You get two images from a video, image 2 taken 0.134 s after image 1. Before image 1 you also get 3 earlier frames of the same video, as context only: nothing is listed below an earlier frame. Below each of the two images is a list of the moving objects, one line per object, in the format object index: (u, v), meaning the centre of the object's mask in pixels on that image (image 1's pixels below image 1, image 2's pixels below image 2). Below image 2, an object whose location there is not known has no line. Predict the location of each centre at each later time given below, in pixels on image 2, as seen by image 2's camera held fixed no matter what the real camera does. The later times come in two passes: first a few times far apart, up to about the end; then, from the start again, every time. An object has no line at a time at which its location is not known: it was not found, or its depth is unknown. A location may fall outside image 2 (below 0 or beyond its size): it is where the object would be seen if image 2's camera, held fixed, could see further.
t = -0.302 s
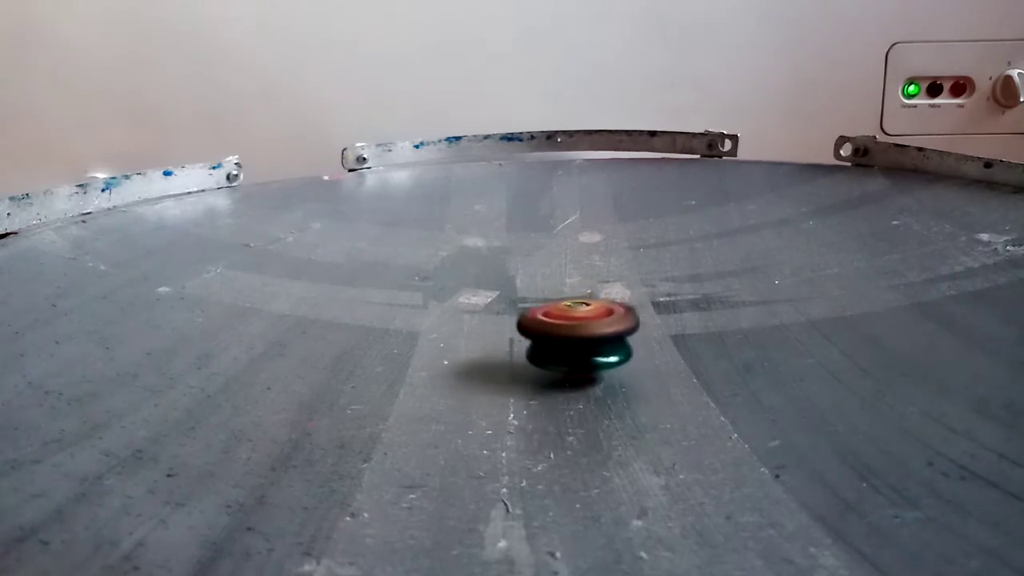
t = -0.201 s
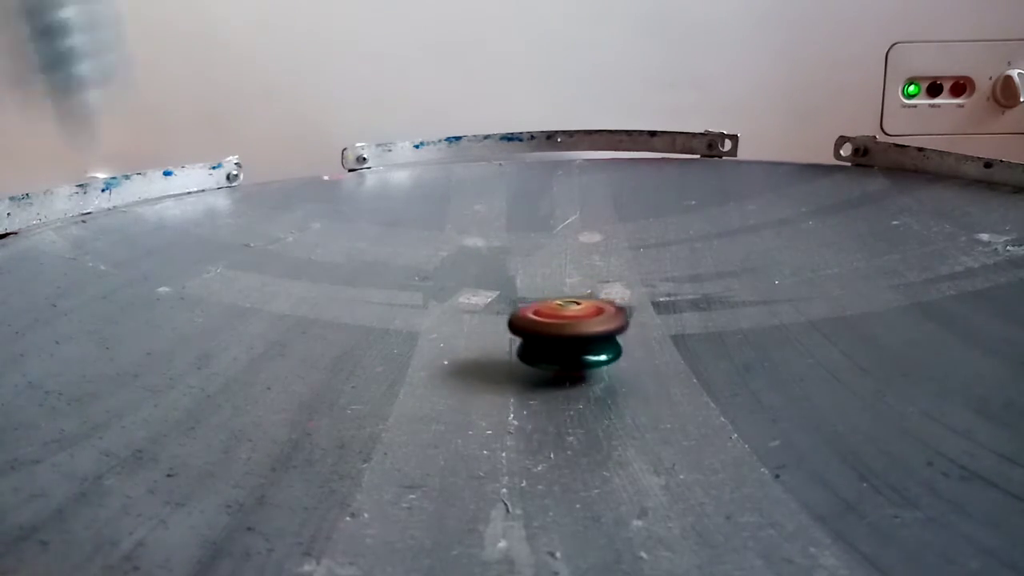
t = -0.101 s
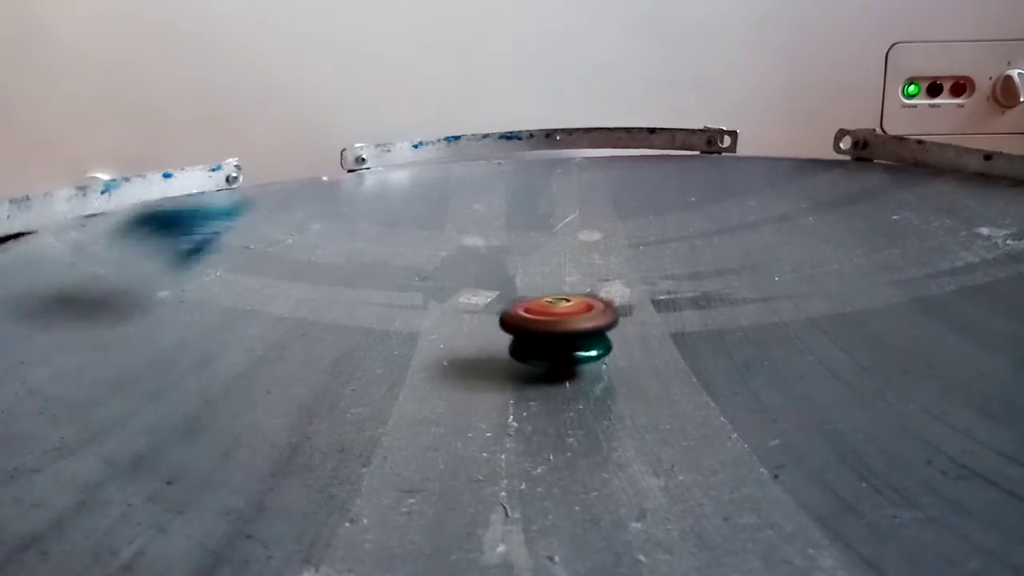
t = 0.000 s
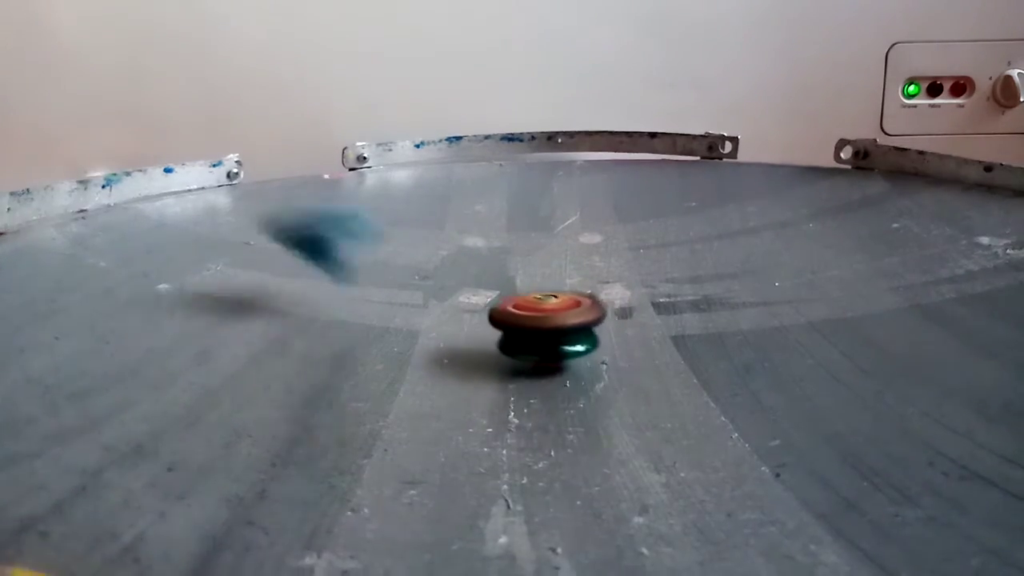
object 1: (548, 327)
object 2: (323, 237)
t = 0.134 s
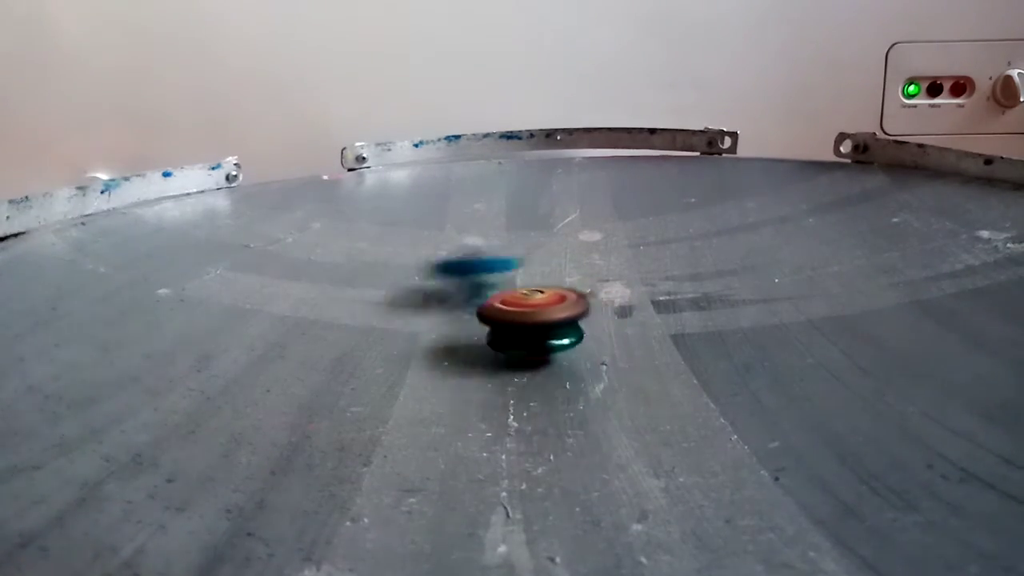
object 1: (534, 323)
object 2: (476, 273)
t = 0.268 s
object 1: (523, 316)
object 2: (580, 255)
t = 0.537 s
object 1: (507, 301)
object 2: (574, 246)
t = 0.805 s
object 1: (510, 286)
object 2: (440, 251)
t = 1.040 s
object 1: (518, 279)
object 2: (346, 262)
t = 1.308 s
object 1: (530, 277)
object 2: (297, 282)
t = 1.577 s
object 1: (550, 282)
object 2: (312, 308)
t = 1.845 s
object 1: (560, 293)
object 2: (405, 325)
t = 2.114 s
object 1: (591, 301)
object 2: (497, 324)
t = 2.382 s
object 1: (686, 287)
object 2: (520, 324)
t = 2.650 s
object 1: (734, 280)
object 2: (552, 314)
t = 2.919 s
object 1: (721, 280)
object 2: (567, 299)
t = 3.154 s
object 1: (674, 287)
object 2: (558, 286)
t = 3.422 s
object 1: (656, 308)
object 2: (494, 270)
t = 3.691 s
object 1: (598, 325)
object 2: (464, 275)
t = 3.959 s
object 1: (529, 334)
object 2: (471, 276)
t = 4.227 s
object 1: (469, 333)
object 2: (502, 276)
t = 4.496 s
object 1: (448, 323)
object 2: (550, 284)
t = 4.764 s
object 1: (466, 311)
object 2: (596, 282)
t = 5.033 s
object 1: (508, 300)
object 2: (617, 284)
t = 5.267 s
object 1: (531, 289)
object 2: (644, 286)
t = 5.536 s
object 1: (551, 278)
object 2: (658, 294)
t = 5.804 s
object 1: (554, 277)
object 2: (642, 302)
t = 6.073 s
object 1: (542, 275)
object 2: (597, 312)
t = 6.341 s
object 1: (540, 272)
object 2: (548, 320)
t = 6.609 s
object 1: (554, 284)
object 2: (496, 324)
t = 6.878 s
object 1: (554, 301)
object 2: (458, 324)
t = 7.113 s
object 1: (557, 313)
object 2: (443, 321)
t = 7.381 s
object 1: (557, 324)
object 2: (445, 315)
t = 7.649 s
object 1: (556, 334)
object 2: (470, 307)
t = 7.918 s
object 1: (560, 340)
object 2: (515, 288)
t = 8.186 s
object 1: (560, 334)
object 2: (560, 276)
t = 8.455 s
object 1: (555, 322)
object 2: (592, 264)
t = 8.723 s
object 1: (544, 308)
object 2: (603, 260)
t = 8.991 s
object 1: (525, 298)
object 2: (602, 264)
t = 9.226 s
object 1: (506, 286)
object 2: (611, 280)
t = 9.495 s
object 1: (469, 275)
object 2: (632, 293)
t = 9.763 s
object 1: (446, 276)
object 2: (617, 309)
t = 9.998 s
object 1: (427, 281)
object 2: (581, 323)
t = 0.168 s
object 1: (530, 322)
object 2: (502, 265)
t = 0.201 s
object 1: (528, 320)
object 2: (535, 260)
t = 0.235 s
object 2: (561, 257)
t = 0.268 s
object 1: (523, 316)
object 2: (580, 255)
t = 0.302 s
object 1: (521, 313)
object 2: (596, 251)
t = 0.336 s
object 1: (518, 311)
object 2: (606, 248)
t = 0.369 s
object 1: (516, 310)
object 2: (613, 245)
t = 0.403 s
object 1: (514, 309)
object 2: (614, 244)
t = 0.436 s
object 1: (512, 307)
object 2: (612, 245)
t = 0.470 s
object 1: (510, 305)
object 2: (603, 245)
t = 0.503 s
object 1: (508, 303)
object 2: (591, 246)
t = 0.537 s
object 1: (507, 301)
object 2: (574, 246)
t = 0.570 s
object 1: (506, 298)
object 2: (559, 246)
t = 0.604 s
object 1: (507, 297)
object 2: (540, 245)
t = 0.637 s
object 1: (506, 294)
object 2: (522, 243)
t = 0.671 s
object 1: (506, 293)
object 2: (503, 244)
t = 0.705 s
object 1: (507, 291)
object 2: (485, 244)
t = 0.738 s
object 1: (507, 289)
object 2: (470, 246)
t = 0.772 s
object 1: (509, 288)
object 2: (455, 250)
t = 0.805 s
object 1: (510, 286)
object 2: (440, 251)
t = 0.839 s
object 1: (510, 285)
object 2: (425, 252)
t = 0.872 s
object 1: (512, 283)
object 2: (412, 253)
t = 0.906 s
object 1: (513, 282)
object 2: (399, 254)
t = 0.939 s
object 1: (515, 281)
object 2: (385, 256)
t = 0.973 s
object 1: (516, 280)
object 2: (370, 258)
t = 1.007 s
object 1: (517, 279)
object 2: (357, 259)
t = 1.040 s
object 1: (518, 279)
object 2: (346, 262)
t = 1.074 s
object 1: (521, 278)
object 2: (338, 264)
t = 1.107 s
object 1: (523, 278)
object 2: (329, 266)
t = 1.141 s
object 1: (524, 277)
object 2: (321, 268)
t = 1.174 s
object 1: (525, 277)
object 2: (314, 270)
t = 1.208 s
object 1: (525, 277)
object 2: (309, 273)
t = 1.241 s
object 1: (526, 277)
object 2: (304, 276)
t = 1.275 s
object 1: (528, 277)
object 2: (300, 279)
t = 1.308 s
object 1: (530, 277)
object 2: (297, 282)
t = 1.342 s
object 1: (532, 277)
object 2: (295, 285)
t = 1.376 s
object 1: (532, 279)
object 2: (293, 287)
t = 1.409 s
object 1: (535, 280)
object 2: (292, 290)
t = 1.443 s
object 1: (538, 278)
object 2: (294, 294)
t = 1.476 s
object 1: (540, 280)
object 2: (297, 297)
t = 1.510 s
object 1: (543, 280)
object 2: (301, 301)
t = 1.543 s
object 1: (547, 281)
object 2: (306, 305)
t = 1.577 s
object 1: (550, 282)
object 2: (312, 308)
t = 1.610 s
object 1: (552, 283)
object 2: (320, 310)
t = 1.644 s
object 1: (553, 285)
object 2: (329, 313)
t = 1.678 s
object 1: (555, 287)
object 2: (340, 316)
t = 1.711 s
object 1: (556, 288)
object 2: (351, 319)
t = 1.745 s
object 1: (557, 289)
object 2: (365, 321)
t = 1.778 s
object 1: (558, 290)
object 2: (378, 323)
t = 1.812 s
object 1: (559, 292)
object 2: (392, 324)
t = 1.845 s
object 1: (560, 293)
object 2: (405, 325)
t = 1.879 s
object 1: (561, 295)
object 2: (419, 327)
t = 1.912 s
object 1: (562, 296)
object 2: (434, 328)
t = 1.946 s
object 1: (563, 298)
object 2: (450, 328)
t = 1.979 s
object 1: (565, 299)
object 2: (466, 327)
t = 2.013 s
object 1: (568, 300)
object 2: (481, 325)
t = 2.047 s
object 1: (571, 300)
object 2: (496, 324)
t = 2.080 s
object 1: (576, 300)
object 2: (507, 324)
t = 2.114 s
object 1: (591, 301)
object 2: (497, 324)
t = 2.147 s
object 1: (609, 297)
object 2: (489, 325)
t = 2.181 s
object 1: (623, 296)
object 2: (488, 325)
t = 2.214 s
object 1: (635, 292)
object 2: (491, 325)
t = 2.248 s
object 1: (646, 291)
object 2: (496, 325)
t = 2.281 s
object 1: (657, 293)
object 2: (502, 325)
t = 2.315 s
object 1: (668, 289)
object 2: (508, 325)
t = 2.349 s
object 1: (677, 288)
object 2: (514, 324)
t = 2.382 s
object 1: (686, 287)
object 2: (520, 324)
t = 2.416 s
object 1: (695, 286)
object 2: (525, 324)
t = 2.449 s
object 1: (703, 285)
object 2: (529, 323)
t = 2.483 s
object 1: (710, 284)
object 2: (534, 322)
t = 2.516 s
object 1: (716, 283)
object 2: (537, 320)
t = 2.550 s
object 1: (722, 282)
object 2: (540, 319)
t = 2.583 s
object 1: (727, 282)
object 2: (545, 317)
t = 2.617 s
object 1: (731, 280)
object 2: (548, 316)
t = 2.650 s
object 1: (734, 280)
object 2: (552, 314)
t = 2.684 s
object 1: (737, 280)
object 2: (555, 313)
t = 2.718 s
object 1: (737, 279)
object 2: (557, 311)
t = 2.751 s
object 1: (736, 279)
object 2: (559, 310)
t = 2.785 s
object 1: (735, 279)
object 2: (561, 307)
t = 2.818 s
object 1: (733, 278)
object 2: (563, 305)
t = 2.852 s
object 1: (730, 279)
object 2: (565, 303)
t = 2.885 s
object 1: (726, 280)
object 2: (566, 301)
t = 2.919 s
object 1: (721, 280)
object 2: (567, 299)
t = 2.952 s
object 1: (714, 281)
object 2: (567, 298)
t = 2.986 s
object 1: (707, 282)
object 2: (568, 296)
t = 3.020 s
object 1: (699, 284)
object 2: (567, 293)
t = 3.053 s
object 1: (691, 284)
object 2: (567, 292)
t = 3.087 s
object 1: (681, 284)
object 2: (566, 291)
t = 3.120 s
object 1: (672, 285)
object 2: (566, 289)
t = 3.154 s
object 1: (674, 287)
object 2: (558, 286)
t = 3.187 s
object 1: (679, 291)
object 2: (543, 282)
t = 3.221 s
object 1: (679, 294)
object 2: (531, 280)
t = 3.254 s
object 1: (676, 297)
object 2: (522, 277)
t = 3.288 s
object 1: (674, 299)
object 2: (514, 275)
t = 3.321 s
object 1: (670, 301)
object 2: (508, 274)
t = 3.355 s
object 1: (665, 304)
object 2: (503, 272)
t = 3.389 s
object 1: (661, 306)
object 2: (498, 271)
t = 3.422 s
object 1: (656, 308)
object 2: (494, 270)
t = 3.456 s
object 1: (651, 311)
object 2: (490, 269)
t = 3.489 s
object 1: (645, 313)
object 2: (486, 268)
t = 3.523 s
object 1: (639, 316)
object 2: (482, 267)
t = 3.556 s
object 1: (632, 318)
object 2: (477, 267)
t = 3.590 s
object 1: (624, 320)
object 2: (471, 268)
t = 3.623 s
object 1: (615, 322)
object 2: (466, 271)
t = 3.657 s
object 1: (606, 324)
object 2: (465, 274)
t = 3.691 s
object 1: (598, 325)
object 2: (464, 275)
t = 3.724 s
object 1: (589, 327)
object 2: (464, 274)
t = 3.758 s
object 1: (580, 329)
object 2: (464, 274)
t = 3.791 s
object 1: (572, 330)
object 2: (464, 274)
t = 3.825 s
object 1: (564, 331)
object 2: (465, 274)
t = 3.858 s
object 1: (555, 332)
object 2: (466, 274)
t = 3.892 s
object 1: (546, 333)
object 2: (467, 274)
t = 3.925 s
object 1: (538, 334)
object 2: (469, 275)
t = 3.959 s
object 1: (529, 334)
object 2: (471, 276)
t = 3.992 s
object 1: (521, 335)
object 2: (474, 275)
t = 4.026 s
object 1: (513, 335)
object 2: (478, 274)
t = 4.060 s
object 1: (505, 334)
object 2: (482, 274)
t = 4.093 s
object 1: (498, 334)
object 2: (485, 274)
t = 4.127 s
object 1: (490, 334)
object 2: (489, 275)
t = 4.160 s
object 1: (482, 334)
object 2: (493, 275)
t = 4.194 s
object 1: (475, 333)
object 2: (498, 276)
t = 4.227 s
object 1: (469, 333)
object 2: (502, 276)
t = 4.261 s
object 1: (464, 332)
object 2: (507, 277)
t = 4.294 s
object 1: (459, 331)
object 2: (512, 279)
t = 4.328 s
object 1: (455, 330)
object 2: (518, 281)
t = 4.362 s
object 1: (452, 328)
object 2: (524, 282)
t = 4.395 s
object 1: (450, 327)
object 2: (530, 284)
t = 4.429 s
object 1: (448, 326)
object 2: (537, 283)
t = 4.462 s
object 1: (448, 324)
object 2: (541, 284)
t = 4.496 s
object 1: (448, 323)
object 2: (550, 284)
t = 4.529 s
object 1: (448, 321)
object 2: (558, 284)
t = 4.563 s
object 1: (450, 320)
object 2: (565, 284)
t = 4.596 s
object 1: (451, 319)
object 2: (572, 283)
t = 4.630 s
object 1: (453, 318)
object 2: (577, 283)
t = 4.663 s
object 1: (456, 316)
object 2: (582, 283)
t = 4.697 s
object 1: (459, 314)
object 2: (587, 283)
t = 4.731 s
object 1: (463, 313)
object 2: (592, 283)
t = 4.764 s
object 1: (466, 311)
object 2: (596, 282)
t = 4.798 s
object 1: (469, 309)
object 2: (601, 282)
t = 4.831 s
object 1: (473, 308)
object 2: (605, 282)
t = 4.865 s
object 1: (479, 307)
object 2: (609, 282)
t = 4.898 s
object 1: (485, 305)
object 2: (612, 283)
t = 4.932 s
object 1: (490, 304)
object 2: (612, 282)
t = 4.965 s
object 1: (496, 302)
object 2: (614, 282)
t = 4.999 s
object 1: (502, 301)
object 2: (615, 283)
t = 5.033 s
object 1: (508, 300)
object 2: (617, 284)
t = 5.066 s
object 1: (514, 298)
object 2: (617, 284)
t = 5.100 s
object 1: (519, 297)
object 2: (618, 284)
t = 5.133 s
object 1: (522, 296)
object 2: (623, 285)
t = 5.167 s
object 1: (523, 294)
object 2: (630, 285)
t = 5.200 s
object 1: (526, 292)
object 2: (635, 285)
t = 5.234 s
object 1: (528, 290)
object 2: (639, 285)
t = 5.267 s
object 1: (531, 289)
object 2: (644, 286)
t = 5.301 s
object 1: (534, 288)
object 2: (647, 287)
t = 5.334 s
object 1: (535, 286)
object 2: (651, 288)
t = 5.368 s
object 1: (537, 285)
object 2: (654, 288)
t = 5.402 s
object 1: (541, 283)
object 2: (656, 290)
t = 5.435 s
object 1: (544, 282)
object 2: (658, 291)
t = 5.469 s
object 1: (548, 280)
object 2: (658, 292)
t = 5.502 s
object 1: (549, 279)
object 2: (658, 292)
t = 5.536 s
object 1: (551, 278)
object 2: (658, 294)
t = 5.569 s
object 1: (551, 278)
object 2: (658, 294)
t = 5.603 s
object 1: (552, 278)
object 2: (657, 295)
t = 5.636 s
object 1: (553, 277)
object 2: (656, 297)
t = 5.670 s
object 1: (555, 277)
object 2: (654, 298)
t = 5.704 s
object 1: (556, 277)
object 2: (652, 299)
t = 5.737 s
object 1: (555, 277)
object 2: (649, 300)
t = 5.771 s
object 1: (555, 277)
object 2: (646, 301)
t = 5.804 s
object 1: (554, 277)
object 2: (642, 302)
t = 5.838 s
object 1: (553, 277)
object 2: (638, 304)
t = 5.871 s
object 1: (551, 277)
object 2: (633, 305)
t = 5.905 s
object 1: (550, 277)
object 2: (628, 307)
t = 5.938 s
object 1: (548, 277)
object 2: (622, 308)
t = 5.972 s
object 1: (547, 276)
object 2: (616, 309)
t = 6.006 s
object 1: (545, 276)
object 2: (609, 310)
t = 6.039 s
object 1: (543, 275)
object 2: (603, 310)
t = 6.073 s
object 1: (542, 275)
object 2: (597, 312)
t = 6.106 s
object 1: (540, 272)
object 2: (591, 312)
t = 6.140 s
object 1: (538, 274)
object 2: (585, 314)
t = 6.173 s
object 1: (538, 272)
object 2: (579, 315)
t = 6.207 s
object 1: (537, 272)
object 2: (573, 316)
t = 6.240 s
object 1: (537, 271)
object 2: (566, 316)
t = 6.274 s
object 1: (536, 271)
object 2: (560, 318)
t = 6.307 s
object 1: (537, 271)
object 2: (554, 319)
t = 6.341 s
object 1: (540, 272)
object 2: (548, 320)
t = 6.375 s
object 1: (541, 272)
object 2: (541, 320)
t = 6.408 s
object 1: (543, 272)
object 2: (533, 321)
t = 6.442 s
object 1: (545, 273)
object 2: (527, 322)
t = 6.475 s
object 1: (548, 275)
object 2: (520, 322)
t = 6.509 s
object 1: (550, 276)
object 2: (514, 323)
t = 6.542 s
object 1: (552, 279)
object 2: (508, 323)
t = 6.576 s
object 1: (553, 281)
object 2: (502, 323)
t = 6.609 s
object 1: (554, 284)
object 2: (496, 324)
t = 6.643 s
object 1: (555, 287)
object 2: (491, 324)
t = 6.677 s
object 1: (555, 289)
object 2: (486, 325)
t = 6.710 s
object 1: (555, 291)
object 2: (482, 324)
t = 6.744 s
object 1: (554, 293)
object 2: (477, 324)
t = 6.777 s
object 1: (554, 295)
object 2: (472, 324)
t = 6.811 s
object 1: (554, 297)
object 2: (468, 324)
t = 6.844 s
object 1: (554, 299)
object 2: (463, 324)
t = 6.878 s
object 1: (554, 301)
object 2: (458, 324)
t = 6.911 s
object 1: (554, 303)
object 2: (455, 324)
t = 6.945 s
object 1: (555, 304)
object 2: (451, 323)
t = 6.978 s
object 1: (555, 306)
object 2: (448, 323)
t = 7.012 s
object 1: (556, 308)
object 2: (447, 323)
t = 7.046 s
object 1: (557, 309)
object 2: (446, 322)
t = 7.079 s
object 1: (557, 311)
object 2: (445, 322)
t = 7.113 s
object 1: (557, 313)
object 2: (443, 321)
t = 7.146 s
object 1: (558, 315)
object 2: (442, 320)
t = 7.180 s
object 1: (558, 316)
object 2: (442, 319)
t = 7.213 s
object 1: (557, 318)
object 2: (441, 319)
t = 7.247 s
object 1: (557, 319)
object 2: (441, 318)
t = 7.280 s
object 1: (557, 321)
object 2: (441, 317)
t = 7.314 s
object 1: (557, 322)
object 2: (441, 317)
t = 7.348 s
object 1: (557, 323)
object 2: (443, 316)
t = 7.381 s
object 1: (557, 324)
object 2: (445, 315)
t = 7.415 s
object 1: (558, 326)
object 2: (447, 314)
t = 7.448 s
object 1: (558, 327)
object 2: (449, 313)
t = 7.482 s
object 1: (558, 329)
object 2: (452, 312)
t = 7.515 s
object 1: (556, 330)
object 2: (455, 312)
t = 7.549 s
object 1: (556, 331)
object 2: (458, 310)
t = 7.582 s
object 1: (555, 332)
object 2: (462, 309)
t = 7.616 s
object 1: (555, 333)
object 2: (465, 308)
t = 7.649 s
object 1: (556, 334)
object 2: (470, 307)
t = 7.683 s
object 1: (557, 335)
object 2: (477, 304)
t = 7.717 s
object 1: (558, 336)
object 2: (481, 302)
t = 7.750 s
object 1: (558, 337)
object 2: (486, 300)
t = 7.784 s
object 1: (558, 337)
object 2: (491, 297)
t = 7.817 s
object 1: (559, 338)
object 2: (497, 295)
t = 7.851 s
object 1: (560, 339)
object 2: (503, 293)
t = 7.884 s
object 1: (560, 339)
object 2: (509, 290)
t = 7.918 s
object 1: (560, 340)
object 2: (515, 288)
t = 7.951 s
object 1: (560, 340)
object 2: (522, 286)
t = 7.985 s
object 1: (559, 340)
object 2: (528, 285)
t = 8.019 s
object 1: (560, 338)
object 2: (533, 283)
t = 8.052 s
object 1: (560, 338)
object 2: (539, 282)
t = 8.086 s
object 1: (560, 337)
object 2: (544, 280)
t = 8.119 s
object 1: (560, 336)
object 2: (550, 279)
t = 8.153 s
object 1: (560, 336)
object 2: (555, 277)
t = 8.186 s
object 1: (560, 334)
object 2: (560, 276)
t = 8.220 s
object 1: (561, 331)
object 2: (565, 274)
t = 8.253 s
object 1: (560, 332)
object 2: (568, 273)
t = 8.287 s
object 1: (559, 330)
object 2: (573, 271)
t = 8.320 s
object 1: (558, 327)
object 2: (577, 269)
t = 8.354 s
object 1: (557, 325)
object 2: (581, 268)
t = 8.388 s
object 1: (557, 324)
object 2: (584, 267)
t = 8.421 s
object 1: (556, 323)
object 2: (587, 265)
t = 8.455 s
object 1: (555, 322)
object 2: (592, 264)
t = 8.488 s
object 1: (553, 321)
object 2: (595, 264)
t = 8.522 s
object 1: (552, 320)
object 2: (598, 262)
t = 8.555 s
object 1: (551, 317)
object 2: (601, 261)
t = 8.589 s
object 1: (549, 315)
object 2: (604, 262)
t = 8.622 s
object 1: (548, 313)
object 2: (604, 261)
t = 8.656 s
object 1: (547, 311)
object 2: (603, 260)
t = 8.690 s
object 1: (546, 309)
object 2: (602, 259)
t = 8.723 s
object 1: (544, 308)
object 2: (603, 260)
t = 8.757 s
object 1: (542, 308)
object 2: (603, 261)
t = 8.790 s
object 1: (540, 307)
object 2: (603, 261)
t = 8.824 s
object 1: (538, 305)
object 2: (602, 261)
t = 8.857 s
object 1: (535, 304)
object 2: (602, 261)
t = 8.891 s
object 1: (532, 303)
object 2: (602, 261)
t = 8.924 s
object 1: (530, 301)
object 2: (600, 262)
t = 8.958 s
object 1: (528, 300)
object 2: (601, 263)
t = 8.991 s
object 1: (525, 298)
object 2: (602, 264)
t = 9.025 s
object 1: (523, 297)
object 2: (605, 265)
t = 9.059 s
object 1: (522, 295)
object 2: (608, 268)
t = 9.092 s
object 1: (519, 293)
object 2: (609, 271)
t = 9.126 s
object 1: (517, 291)
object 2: (609, 274)
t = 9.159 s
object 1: (515, 290)
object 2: (609, 276)
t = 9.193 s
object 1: (513, 289)
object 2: (607, 278)
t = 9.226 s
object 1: (506, 286)
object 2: (611, 280)
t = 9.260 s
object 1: (499, 284)
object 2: (616, 283)
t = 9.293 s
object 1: (493, 283)
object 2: (619, 284)
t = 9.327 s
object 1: (488, 281)
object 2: (622, 285)
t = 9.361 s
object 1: (483, 279)
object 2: (626, 287)
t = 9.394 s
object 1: (479, 277)
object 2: (629, 288)
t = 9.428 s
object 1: (477, 276)
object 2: (630, 289)
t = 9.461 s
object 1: (473, 276)
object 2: (631, 291)
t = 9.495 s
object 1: (469, 275)
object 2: (632, 293)
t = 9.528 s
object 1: (467, 275)
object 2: (633, 295)
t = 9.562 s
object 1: (467, 275)
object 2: (632, 297)
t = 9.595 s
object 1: (465, 275)
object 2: (631, 299)
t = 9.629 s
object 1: (462, 275)
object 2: (630, 301)
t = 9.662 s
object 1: (458, 276)
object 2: (627, 303)
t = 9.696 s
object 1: (454, 275)
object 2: (625, 305)
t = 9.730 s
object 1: (449, 276)
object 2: (621, 307)
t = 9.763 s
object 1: (446, 276)
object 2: (617, 309)
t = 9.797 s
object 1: (442, 276)
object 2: (612, 312)
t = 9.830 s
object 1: (438, 276)
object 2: (606, 313)
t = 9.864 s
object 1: (434, 277)
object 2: (603, 315)
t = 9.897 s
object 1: (432, 278)
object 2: (599, 317)
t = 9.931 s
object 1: (430, 278)
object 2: (593, 320)
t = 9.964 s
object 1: (428, 280)
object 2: (587, 321)
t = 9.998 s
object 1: (427, 281)
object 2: (581, 323)
